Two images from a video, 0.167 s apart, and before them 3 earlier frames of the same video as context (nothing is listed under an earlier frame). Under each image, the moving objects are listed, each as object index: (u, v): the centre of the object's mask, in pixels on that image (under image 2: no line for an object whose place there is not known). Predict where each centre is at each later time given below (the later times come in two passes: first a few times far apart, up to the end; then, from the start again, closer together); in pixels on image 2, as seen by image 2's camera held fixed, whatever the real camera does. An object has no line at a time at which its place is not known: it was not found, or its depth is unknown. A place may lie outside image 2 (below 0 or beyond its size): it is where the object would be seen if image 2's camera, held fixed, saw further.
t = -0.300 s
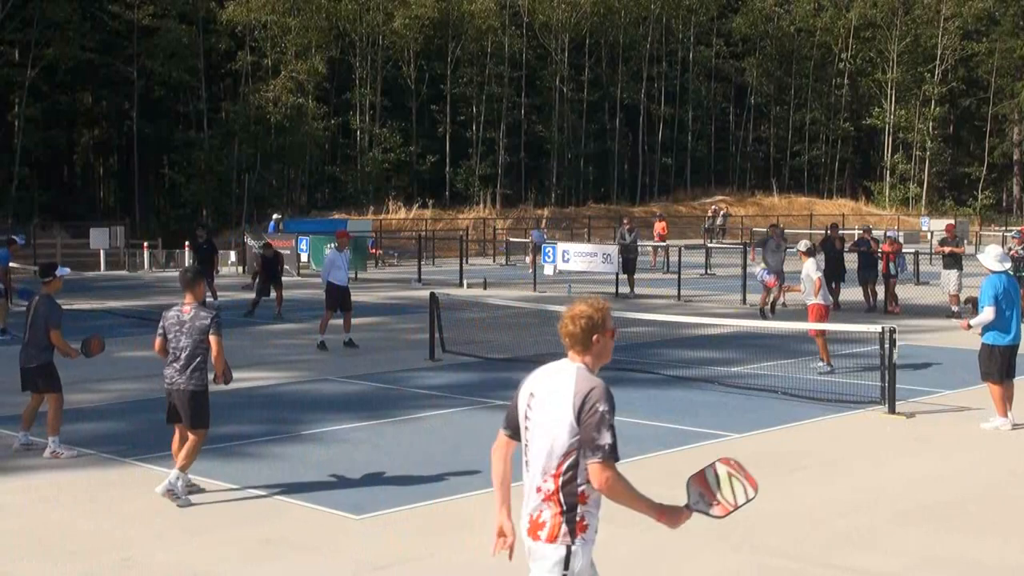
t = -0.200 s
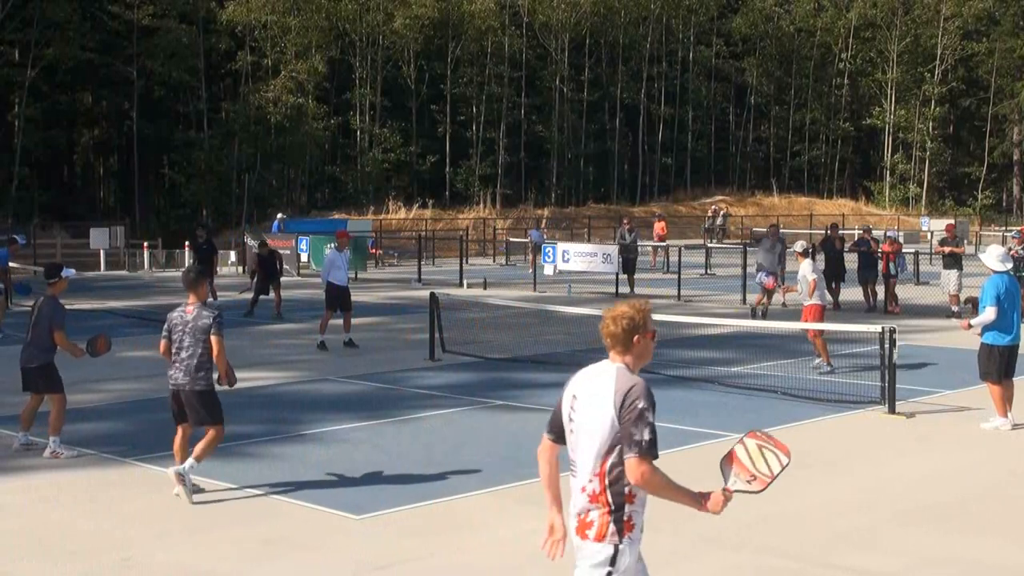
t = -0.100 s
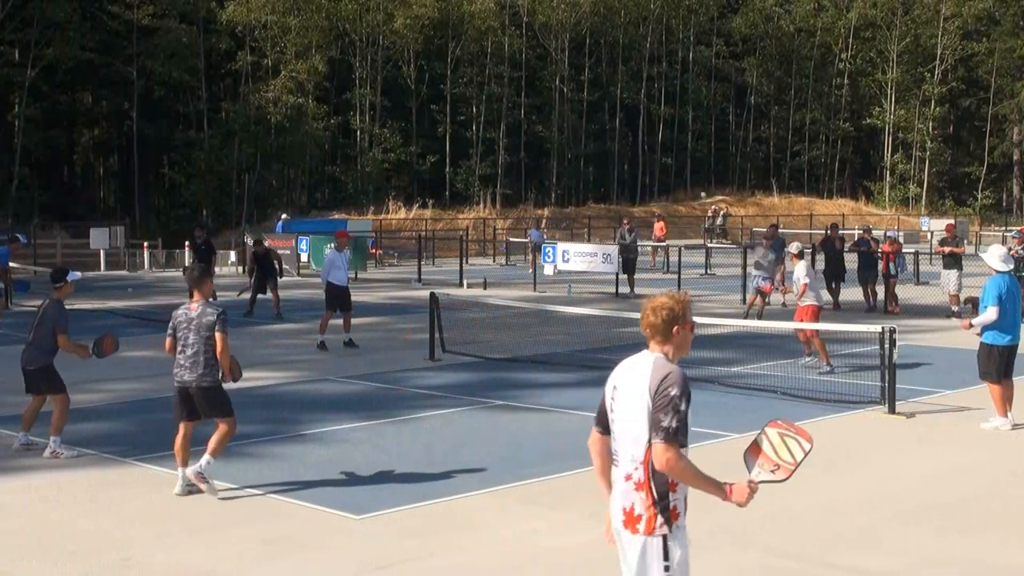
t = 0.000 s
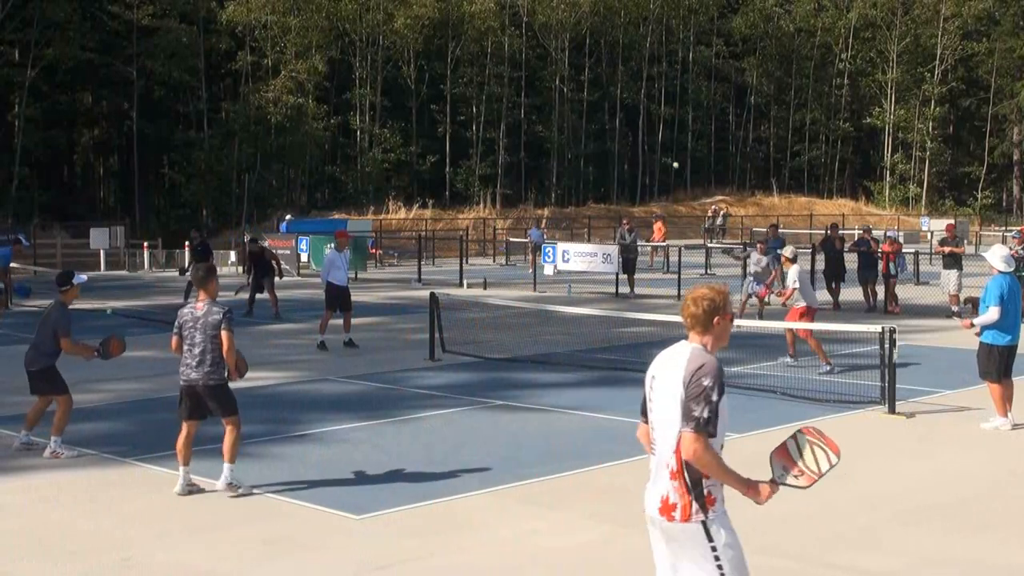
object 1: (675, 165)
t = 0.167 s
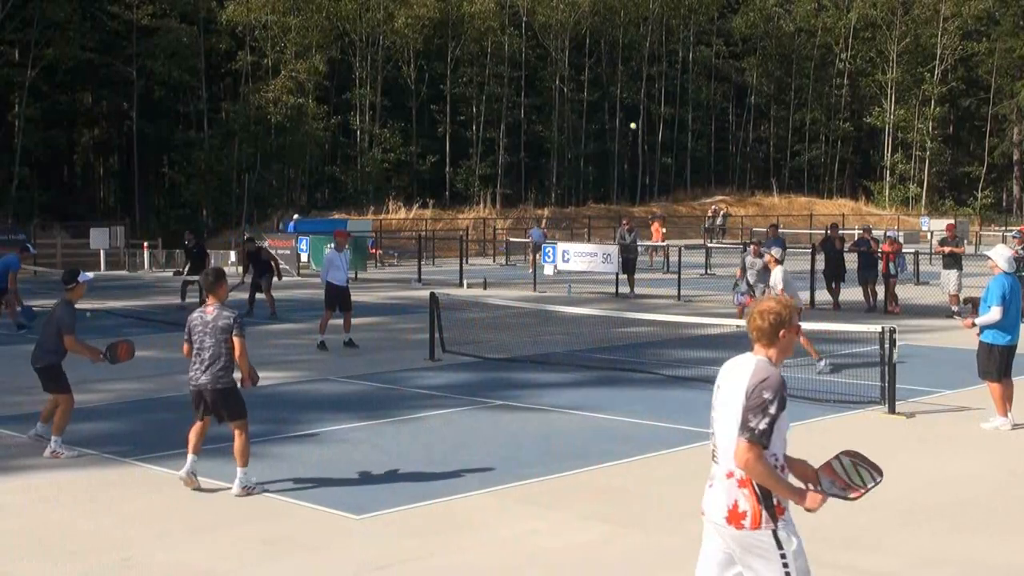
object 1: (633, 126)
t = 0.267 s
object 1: (609, 110)
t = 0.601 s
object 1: (535, 105)
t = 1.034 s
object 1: (450, 243)
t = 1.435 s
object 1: (396, 416)
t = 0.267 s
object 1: (609, 110)
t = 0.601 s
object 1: (535, 105)
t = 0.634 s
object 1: (528, 109)
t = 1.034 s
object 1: (450, 243)
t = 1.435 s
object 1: (396, 416)
